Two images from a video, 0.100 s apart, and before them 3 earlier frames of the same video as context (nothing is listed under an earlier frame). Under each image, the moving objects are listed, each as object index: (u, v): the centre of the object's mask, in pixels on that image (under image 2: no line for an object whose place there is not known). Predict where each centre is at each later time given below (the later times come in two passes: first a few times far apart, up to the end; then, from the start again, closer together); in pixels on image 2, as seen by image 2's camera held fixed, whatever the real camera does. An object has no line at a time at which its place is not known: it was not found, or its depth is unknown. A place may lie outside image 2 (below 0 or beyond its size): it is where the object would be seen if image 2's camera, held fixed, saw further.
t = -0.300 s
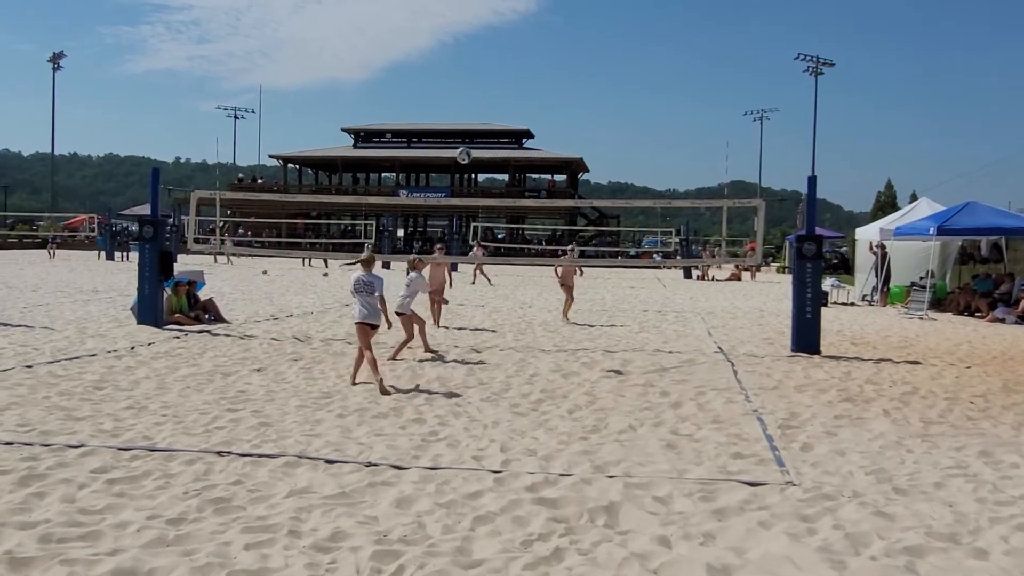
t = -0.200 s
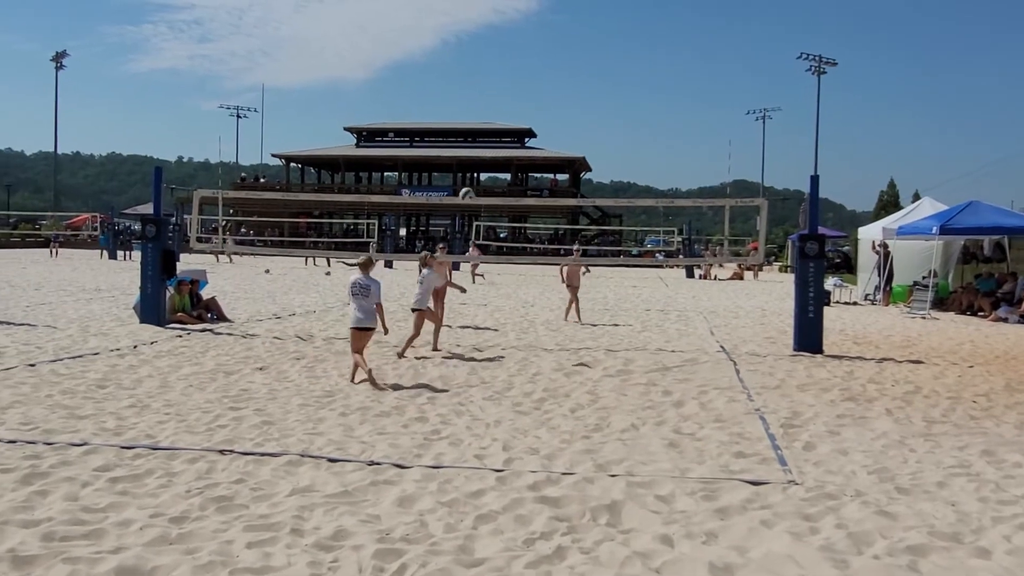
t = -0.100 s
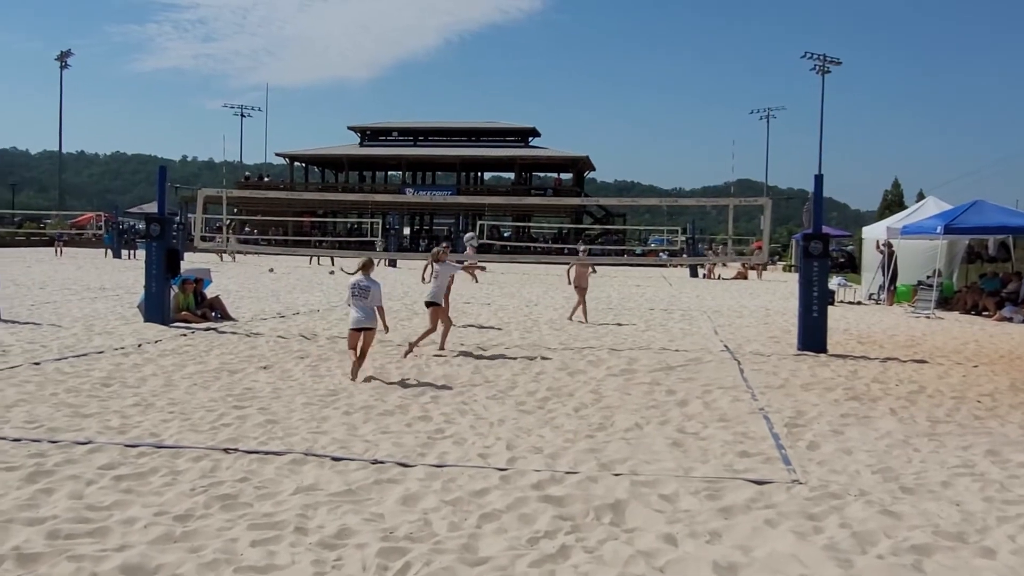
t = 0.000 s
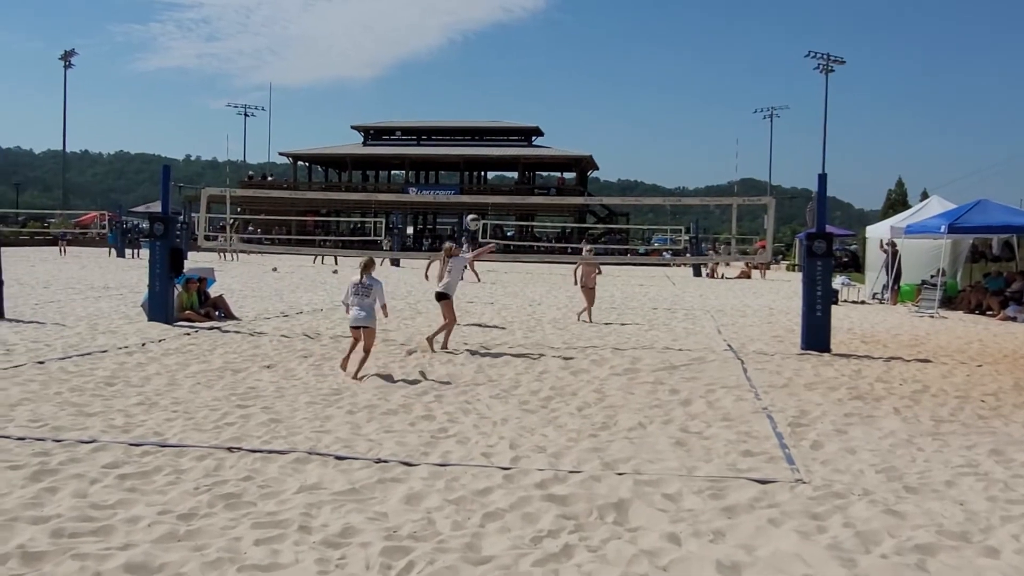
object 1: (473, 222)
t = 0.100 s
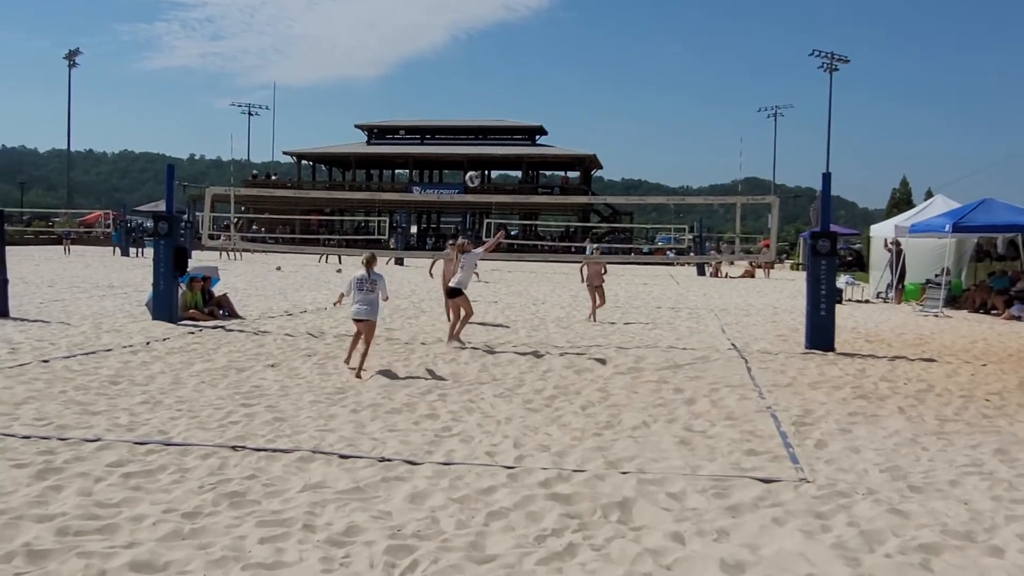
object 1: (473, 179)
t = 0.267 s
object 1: (466, 124)
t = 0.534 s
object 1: (452, 74)
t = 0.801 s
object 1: (437, 72)
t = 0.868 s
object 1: (433, 79)
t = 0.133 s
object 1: (472, 166)
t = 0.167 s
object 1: (470, 155)
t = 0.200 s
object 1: (469, 142)
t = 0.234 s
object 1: (467, 133)
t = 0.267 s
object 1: (466, 124)
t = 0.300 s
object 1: (464, 115)
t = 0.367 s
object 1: (461, 99)
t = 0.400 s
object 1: (459, 93)
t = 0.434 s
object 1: (458, 87)
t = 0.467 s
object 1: (456, 82)
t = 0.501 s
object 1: (455, 77)
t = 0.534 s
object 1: (452, 74)
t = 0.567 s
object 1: (450, 71)
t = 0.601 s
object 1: (449, 69)
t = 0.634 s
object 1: (447, 68)
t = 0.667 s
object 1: (445, 67)
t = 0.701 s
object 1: (442, 67)
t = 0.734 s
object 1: (441, 68)
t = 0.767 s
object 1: (439, 70)
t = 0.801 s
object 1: (437, 72)
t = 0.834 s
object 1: (435, 75)
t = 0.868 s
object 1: (433, 79)
